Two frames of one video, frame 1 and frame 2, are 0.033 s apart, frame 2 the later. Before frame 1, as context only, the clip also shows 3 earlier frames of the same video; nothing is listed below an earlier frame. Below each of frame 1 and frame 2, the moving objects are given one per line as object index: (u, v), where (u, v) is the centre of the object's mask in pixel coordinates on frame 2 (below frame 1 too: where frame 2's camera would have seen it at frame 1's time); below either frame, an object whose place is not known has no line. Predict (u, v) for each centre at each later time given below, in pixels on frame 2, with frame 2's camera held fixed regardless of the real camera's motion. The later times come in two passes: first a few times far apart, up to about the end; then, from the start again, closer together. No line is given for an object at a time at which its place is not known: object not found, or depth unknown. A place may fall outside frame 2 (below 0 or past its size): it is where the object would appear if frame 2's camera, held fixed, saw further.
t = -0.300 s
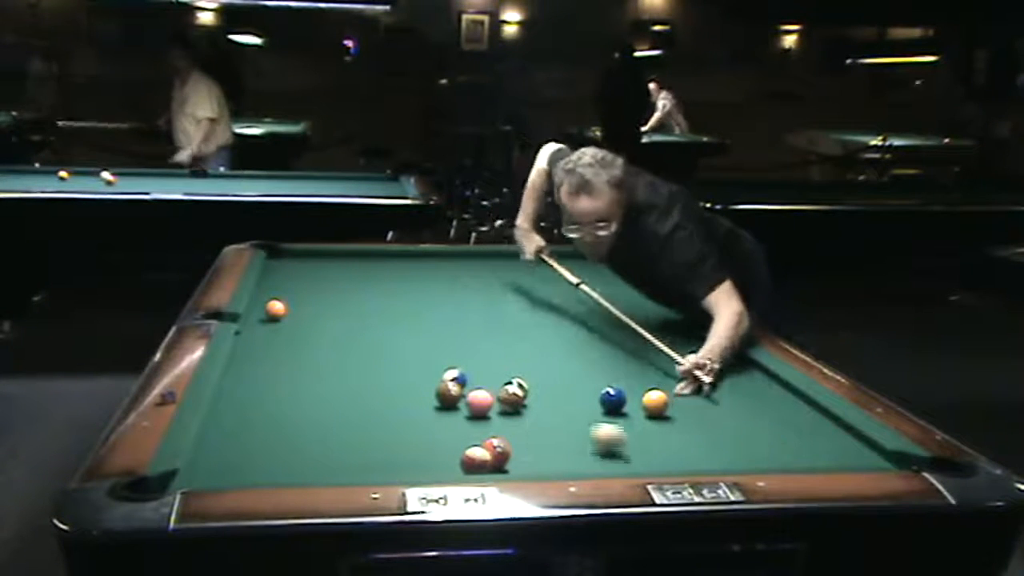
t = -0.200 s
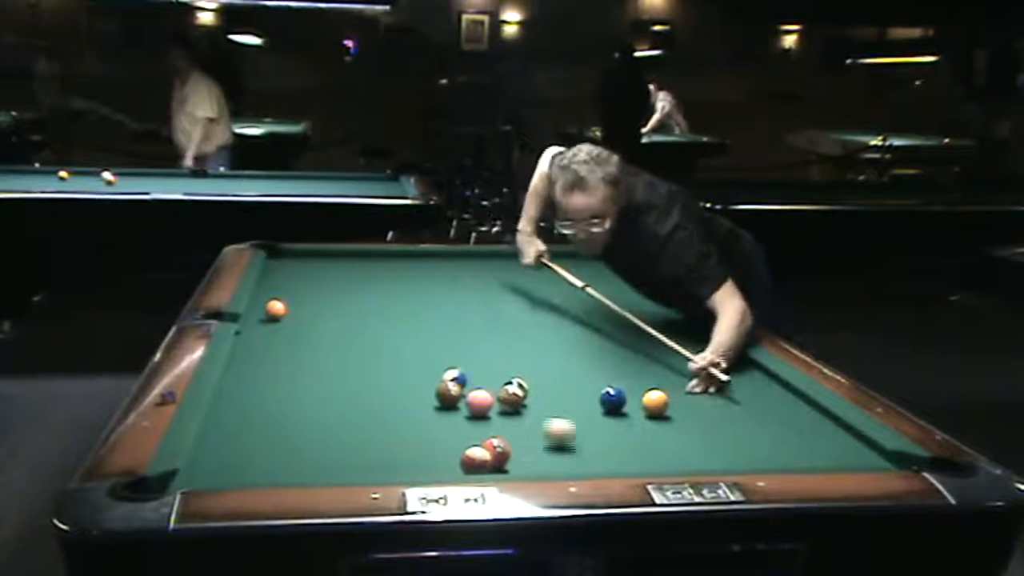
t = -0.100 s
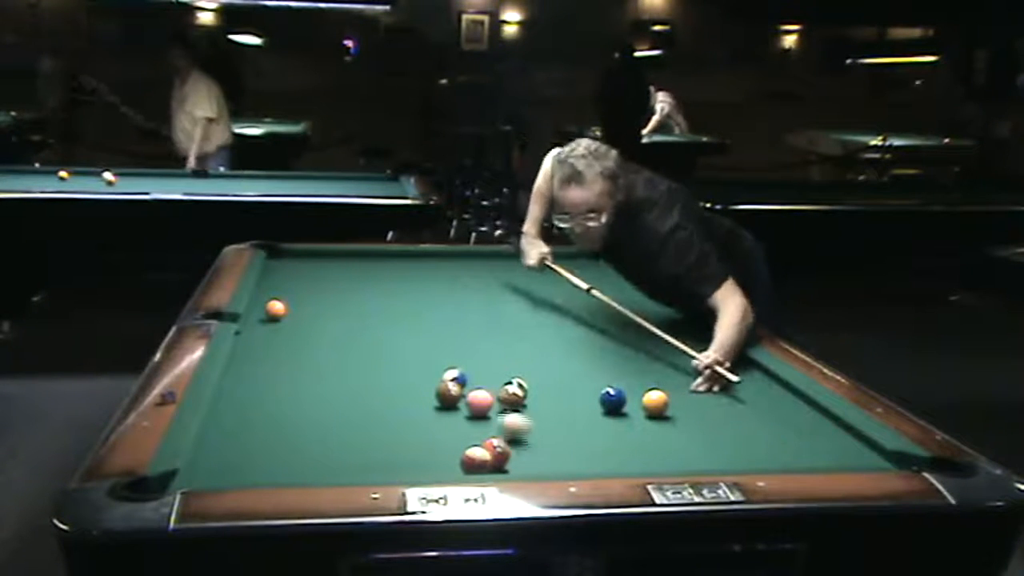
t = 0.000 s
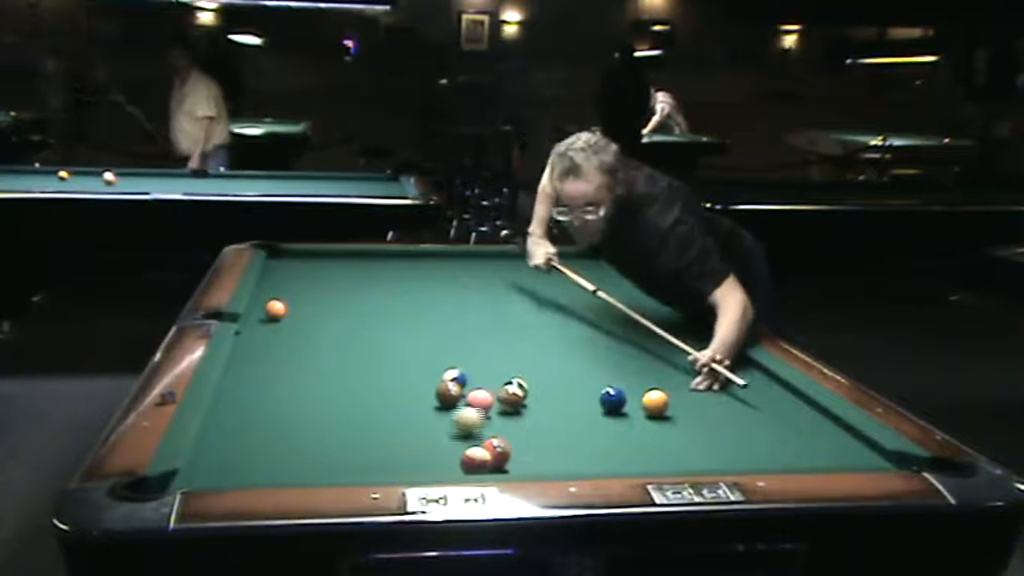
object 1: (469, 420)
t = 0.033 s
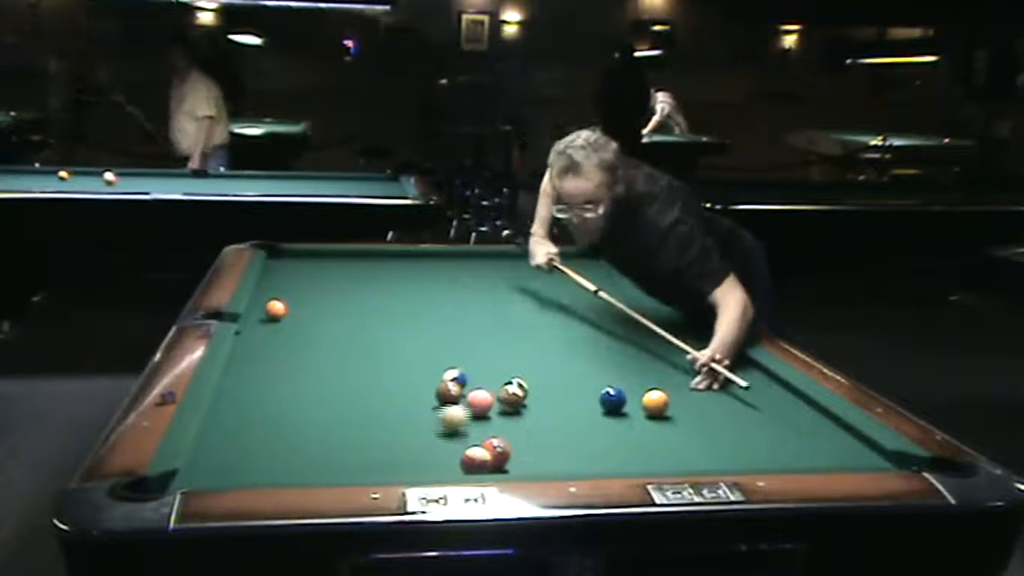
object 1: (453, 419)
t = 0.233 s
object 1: (369, 408)
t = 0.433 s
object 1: (291, 398)
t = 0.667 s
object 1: (242, 387)
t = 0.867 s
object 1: (285, 374)
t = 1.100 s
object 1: (329, 362)
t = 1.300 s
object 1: (362, 352)
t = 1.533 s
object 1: (397, 343)
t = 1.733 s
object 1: (423, 335)
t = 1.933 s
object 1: (447, 328)
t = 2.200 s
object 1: (475, 320)
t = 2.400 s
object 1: (493, 315)
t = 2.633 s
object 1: (514, 309)
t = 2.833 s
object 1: (529, 305)
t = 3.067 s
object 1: (545, 300)
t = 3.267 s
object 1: (558, 296)
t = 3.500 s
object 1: (571, 293)
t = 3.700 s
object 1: (582, 290)
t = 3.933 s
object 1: (593, 286)
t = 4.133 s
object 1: (603, 284)
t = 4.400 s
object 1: (613, 281)
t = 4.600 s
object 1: (621, 279)
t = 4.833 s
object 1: (624, 278)
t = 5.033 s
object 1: (618, 277)
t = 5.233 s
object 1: (614, 276)
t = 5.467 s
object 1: (610, 275)
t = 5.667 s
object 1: (608, 275)
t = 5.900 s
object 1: (607, 274)
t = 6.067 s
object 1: (606, 274)
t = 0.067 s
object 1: (438, 417)
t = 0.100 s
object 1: (424, 414)
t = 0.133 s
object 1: (411, 413)
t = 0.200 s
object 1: (383, 410)
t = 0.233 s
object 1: (369, 408)
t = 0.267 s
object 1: (356, 406)
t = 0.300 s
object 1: (342, 404)
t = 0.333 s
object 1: (329, 403)
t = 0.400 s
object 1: (303, 400)
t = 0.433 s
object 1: (291, 398)
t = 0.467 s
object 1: (278, 396)
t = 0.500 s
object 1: (265, 395)
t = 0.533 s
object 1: (253, 392)
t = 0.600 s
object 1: (229, 390)
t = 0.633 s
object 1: (233, 389)
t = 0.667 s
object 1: (242, 387)
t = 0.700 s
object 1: (250, 383)
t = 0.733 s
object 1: (257, 381)
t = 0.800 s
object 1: (272, 377)
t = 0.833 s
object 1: (278, 376)
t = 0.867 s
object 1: (285, 374)
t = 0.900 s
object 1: (292, 372)
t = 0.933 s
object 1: (299, 371)
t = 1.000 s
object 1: (311, 367)
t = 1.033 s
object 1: (317, 365)
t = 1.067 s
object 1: (323, 363)
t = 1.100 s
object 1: (329, 362)
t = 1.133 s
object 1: (335, 360)
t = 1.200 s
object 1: (346, 356)
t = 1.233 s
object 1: (352, 355)
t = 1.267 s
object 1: (356, 354)
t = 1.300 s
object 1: (362, 352)
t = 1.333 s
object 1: (368, 351)
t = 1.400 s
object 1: (378, 348)
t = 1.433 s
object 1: (383, 346)
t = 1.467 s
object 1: (388, 346)
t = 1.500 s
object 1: (392, 344)
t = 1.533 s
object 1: (397, 343)
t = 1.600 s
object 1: (406, 340)
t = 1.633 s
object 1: (410, 339)
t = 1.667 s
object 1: (414, 338)
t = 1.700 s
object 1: (419, 336)
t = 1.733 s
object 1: (423, 335)
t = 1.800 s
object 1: (431, 333)
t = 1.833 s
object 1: (435, 331)
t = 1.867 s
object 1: (439, 330)
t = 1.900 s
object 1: (443, 329)
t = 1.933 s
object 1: (447, 328)
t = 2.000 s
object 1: (455, 326)
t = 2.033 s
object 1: (458, 325)
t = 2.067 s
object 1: (461, 324)
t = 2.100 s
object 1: (465, 323)
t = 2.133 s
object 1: (468, 322)
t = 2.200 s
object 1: (475, 320)
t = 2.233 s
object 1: (478, 319)
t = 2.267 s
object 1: (482, 318)
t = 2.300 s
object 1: (485, 317)
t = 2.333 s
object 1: (488, 316)
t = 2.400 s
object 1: (493, 315)
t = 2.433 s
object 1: (497, 314)
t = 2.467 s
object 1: (500, 313)
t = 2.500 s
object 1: (502, 312)
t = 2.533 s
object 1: (505, 311)
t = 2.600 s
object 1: (511, 310)
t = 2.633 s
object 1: (514, 309)
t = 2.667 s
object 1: (516, 308)
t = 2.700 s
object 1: (518, 308)
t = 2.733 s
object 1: (521, 307)
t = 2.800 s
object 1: (526, 305)
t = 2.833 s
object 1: (529, 305)
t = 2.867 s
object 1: (531, 304)
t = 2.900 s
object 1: (534, 303)
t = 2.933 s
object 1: (536, 302)
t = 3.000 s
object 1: (541, 301)
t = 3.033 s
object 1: (543, 301)
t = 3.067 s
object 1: (545, 300)
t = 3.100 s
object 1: (547, 299)
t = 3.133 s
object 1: (549, 299)
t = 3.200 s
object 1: (554, 298)
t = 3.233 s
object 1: (556, 297)
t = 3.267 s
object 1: (558, 296)
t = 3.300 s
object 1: (560, 296)
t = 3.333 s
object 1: (562, 295)
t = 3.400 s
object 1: (566, 294)
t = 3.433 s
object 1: (568, 294)
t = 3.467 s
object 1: (569, 293)
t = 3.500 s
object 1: (571, 293)
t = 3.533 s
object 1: (573, 292)
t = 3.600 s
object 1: (577, 291)
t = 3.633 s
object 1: (578, 291)
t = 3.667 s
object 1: (580, 290)
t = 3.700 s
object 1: (582, 290)
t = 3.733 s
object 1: (584, 289)
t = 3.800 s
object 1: (587, 288)
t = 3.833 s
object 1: (589, 288)
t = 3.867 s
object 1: (590, 287)
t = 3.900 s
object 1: (592, 287)
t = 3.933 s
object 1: (593, 286)
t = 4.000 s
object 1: (596, 286)
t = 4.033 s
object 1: (598, 285)
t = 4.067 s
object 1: (600, 285)
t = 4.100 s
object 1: (601, 285)
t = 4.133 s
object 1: (603, 284)
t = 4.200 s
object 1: (605, 283)
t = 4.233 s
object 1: (607, 283)
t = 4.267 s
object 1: (608, 282)
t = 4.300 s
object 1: (609, 282)
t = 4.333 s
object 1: (610, 282)
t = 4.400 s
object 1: (613, 281)
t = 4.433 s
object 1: (614, 281)
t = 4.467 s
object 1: (615, 280)
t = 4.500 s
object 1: (617, 280)
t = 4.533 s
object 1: (618, 280)
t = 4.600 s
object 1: (621, 279)
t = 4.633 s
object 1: (622, 279)
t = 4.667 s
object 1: (623, 279)
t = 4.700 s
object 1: (624, 278)
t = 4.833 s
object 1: (624, 278)
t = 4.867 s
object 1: (623, 277)
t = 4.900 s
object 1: (622, 277)
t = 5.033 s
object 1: (618, 277)
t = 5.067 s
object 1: (618, 277)
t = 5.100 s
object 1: (617, 277)
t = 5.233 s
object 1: (614, 276)
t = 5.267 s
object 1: (614, 276)
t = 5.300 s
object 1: (613, 276)
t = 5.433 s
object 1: (611, 275)
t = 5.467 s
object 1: (610, 275)
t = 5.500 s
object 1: (609, 275)
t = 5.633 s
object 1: (608, 275)
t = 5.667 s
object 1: (608, 275)
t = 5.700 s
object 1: (607, 274)
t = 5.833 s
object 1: (606, 274)
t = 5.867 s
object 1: (606, 274)
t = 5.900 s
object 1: (607, 274)
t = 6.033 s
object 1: (606, 274)
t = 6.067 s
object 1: (606, 274)
